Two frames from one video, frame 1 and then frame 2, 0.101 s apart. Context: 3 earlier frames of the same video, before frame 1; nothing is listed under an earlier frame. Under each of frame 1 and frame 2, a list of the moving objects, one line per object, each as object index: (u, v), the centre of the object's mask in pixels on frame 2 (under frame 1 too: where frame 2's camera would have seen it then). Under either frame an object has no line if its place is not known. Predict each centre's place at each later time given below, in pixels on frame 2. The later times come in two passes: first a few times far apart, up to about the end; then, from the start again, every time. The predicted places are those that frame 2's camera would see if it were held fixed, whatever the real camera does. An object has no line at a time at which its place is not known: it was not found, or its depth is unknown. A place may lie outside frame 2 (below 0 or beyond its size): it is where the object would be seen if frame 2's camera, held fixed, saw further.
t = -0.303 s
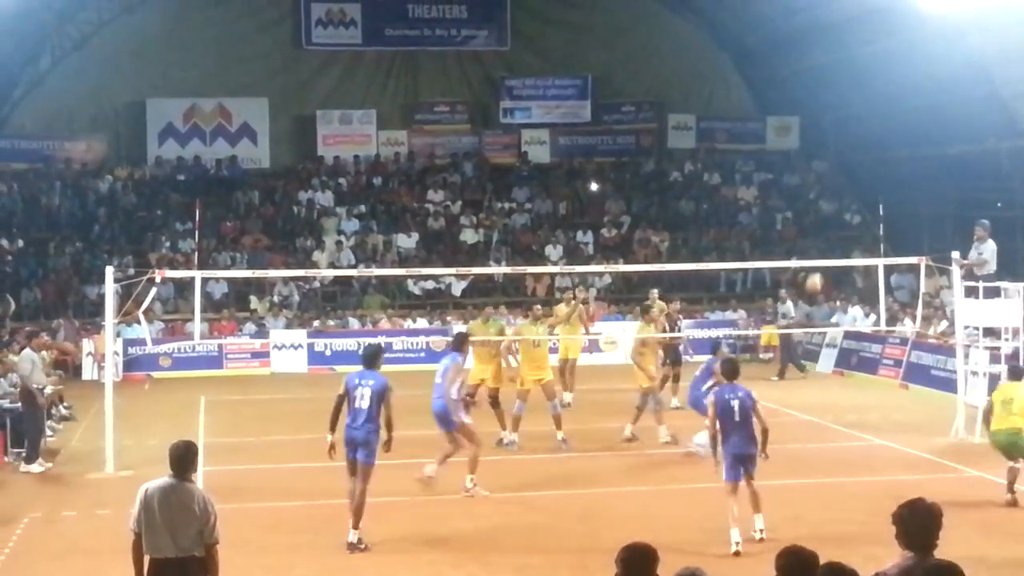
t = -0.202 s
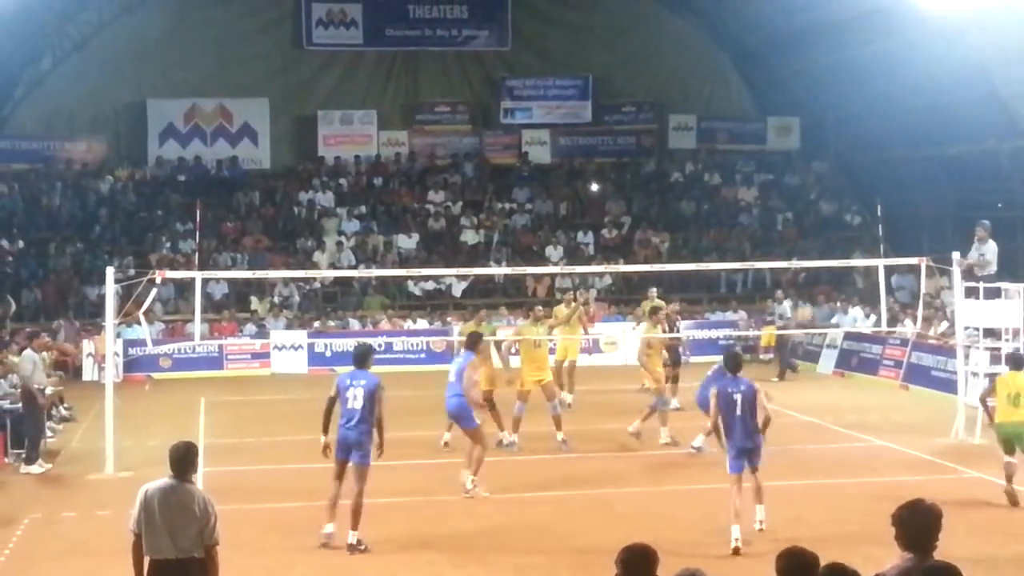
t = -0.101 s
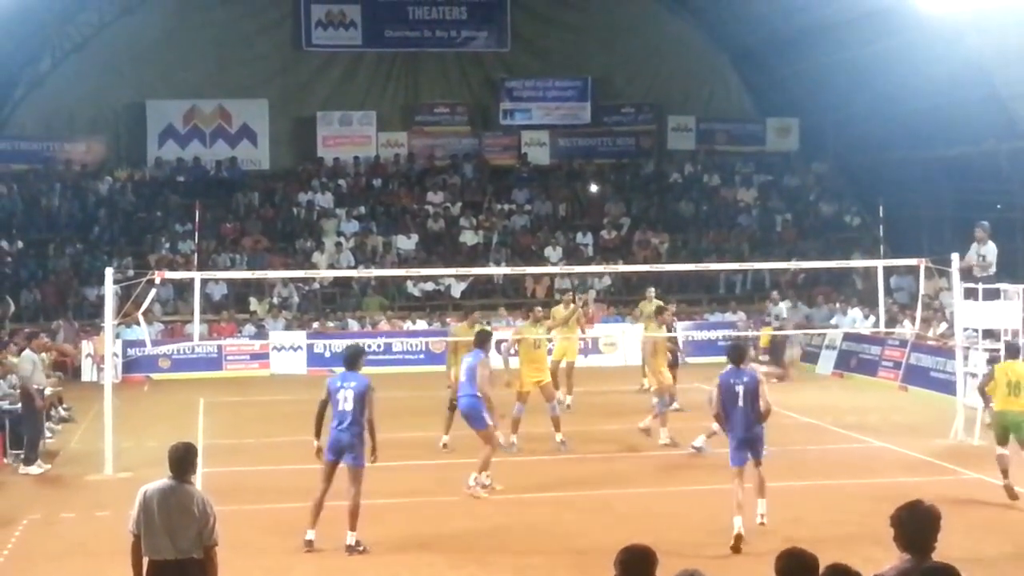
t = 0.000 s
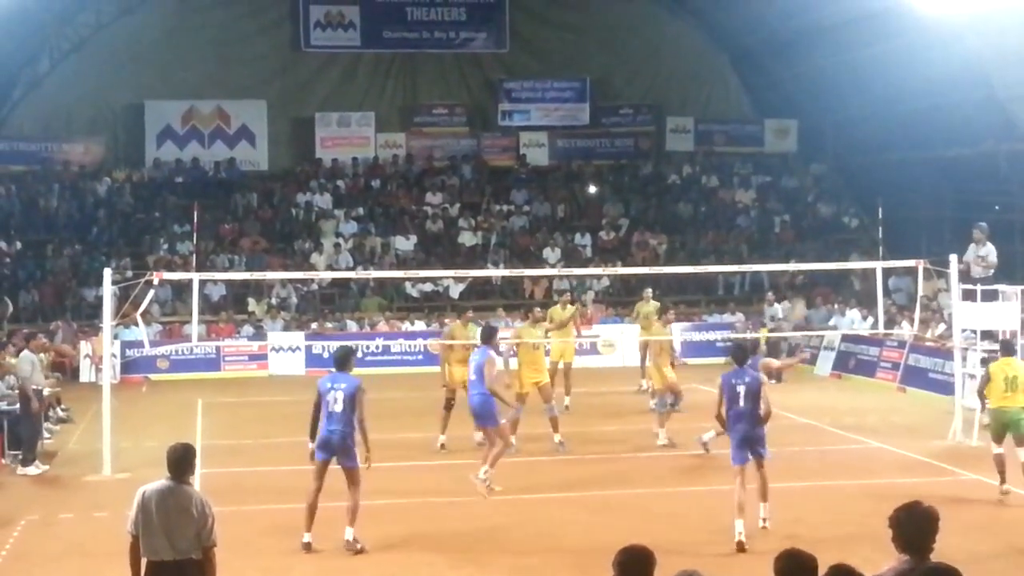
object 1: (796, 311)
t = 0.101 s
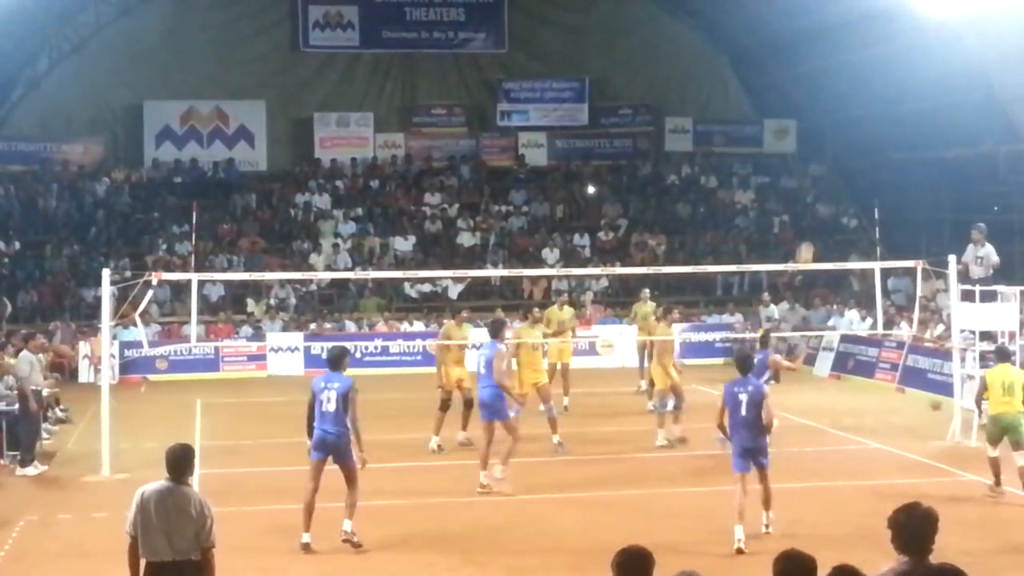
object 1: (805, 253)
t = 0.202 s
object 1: (813, 205)
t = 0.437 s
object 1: (832, 114)
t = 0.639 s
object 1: (848, 68)
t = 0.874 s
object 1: (867, 52)
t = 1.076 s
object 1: (884, 75)
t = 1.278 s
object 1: (902, 133)
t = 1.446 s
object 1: (919, 211)
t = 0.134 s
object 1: (808, 237)
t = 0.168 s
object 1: (810, 220)
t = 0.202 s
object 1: (813, 205)
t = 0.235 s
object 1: (816, 190)
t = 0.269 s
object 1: (818, 175)
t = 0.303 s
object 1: (821, 162)
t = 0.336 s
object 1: (824, 149)
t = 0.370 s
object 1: (826, 137)
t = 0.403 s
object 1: (829, 126)
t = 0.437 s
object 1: (832, 114)
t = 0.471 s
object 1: (834, 105)
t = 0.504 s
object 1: (837, 95)
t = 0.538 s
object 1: (839, 87)
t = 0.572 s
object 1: (842, 80)
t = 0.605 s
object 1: (845, 73)
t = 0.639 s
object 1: (848, 68)
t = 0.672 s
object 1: (850, 63)
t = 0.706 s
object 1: (853, 59)
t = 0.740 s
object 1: (856, 55)
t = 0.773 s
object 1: (860, 52)
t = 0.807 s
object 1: (861, 52)
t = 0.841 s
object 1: (864, 52)
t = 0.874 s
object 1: (867, 52)
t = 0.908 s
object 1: (870, 53)
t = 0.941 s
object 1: (873, 56)
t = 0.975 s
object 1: (876, 59)
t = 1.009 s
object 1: (878, 64)
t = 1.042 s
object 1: (881, 69)
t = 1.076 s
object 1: (884, 75)
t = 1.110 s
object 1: (887, 82)
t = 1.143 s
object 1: (890, 90)
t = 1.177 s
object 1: (893, 99)
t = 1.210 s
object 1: (896, 110)
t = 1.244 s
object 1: (900, 120)
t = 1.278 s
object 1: (902, 133)
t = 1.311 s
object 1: (905, 147)
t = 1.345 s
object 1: (908, 161)
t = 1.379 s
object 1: (912, 177)
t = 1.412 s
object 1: (915, 194)
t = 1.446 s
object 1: (919, 211)
